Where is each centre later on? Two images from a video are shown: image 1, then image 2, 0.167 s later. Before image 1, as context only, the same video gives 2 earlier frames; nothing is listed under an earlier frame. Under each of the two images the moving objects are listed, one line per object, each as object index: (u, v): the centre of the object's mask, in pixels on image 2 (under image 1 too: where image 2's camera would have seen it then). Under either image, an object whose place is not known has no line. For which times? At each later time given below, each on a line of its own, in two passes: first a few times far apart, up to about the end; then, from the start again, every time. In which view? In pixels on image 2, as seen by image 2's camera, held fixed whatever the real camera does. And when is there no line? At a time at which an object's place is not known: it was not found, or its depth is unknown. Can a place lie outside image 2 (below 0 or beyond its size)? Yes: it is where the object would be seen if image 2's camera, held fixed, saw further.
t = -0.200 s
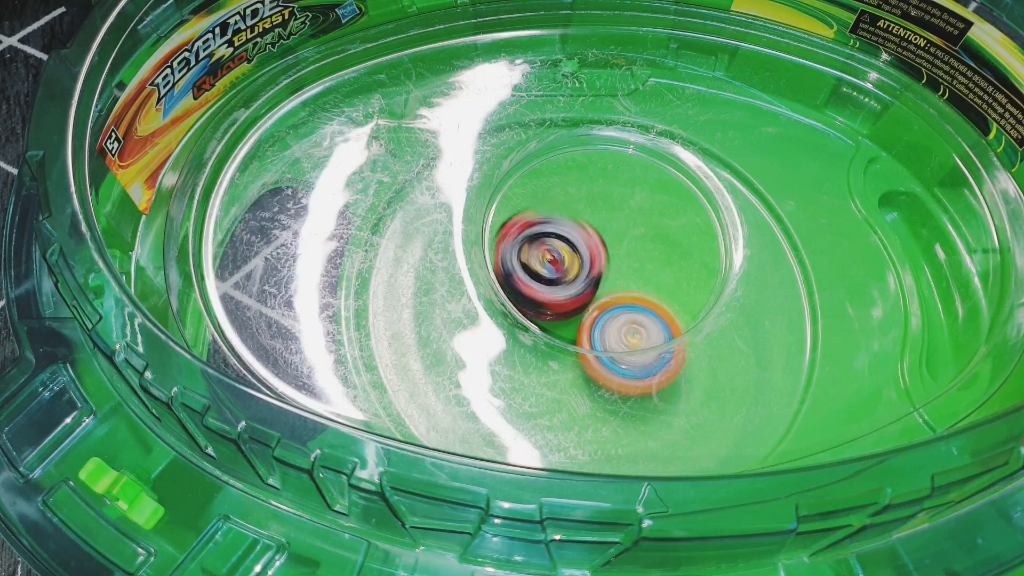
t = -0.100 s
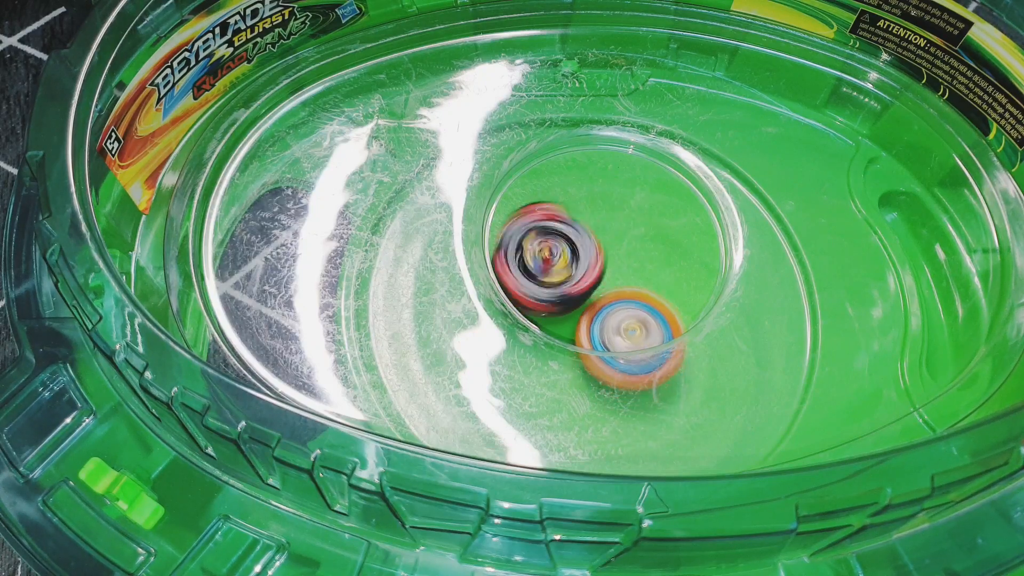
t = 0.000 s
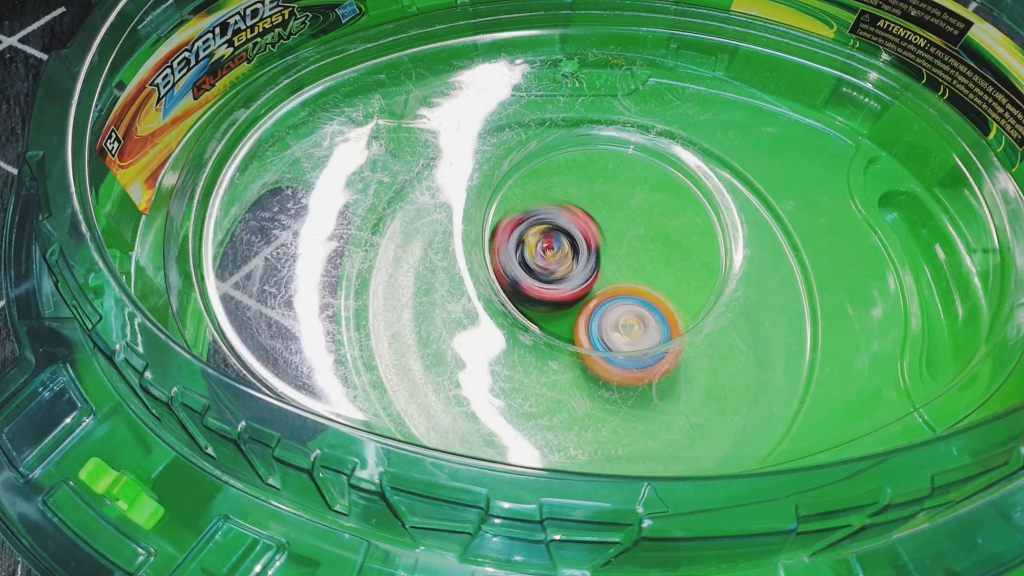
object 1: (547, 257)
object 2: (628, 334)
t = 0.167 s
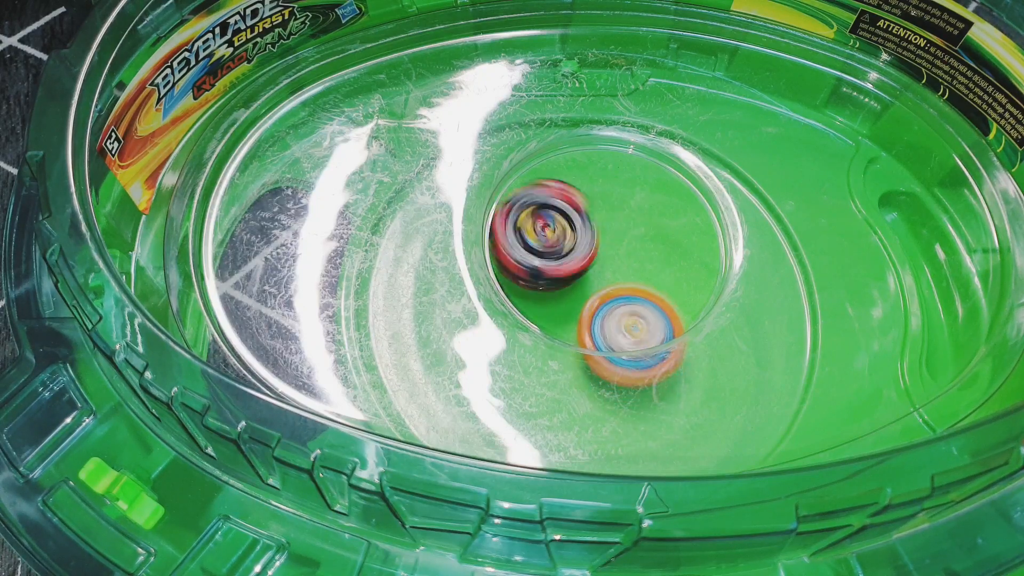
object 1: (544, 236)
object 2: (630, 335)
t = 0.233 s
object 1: (543, 230)
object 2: (629, 331)
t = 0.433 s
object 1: (552, 224)
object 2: (615, 312)
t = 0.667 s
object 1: (567, 215)
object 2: (605, 312)
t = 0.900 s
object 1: (585, 203)
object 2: (592, 327)
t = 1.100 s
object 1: (598, 216)
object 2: (582, 329)
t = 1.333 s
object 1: (635, 227)
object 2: (559, 347)
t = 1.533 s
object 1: (655, 229)
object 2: (549, 353)
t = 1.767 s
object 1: (645, 251)
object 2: (544, 352)
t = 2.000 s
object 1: (642, 285)
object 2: (523, 353)
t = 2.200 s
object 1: (657, 290)
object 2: (497, 357)
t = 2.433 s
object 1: (645, 292)
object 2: (499, 355)
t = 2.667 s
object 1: (600, 291)
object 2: (500, 318)
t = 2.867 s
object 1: (587, 292)
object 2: (463, 304)
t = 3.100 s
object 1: (585, 290)
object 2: (460, 286)
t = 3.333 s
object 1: (593, 281)
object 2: (458, 271)
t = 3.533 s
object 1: (597, 270)
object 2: (501, 249)
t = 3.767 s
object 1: (612, 266)
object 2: (512, 231)
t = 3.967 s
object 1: (617, 269)
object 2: (533, 218)
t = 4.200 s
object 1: (623, 286)
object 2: (555, 209)
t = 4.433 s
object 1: (612, 299)
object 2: (583, 210)
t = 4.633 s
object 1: (588, 313)
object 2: (606, 219)
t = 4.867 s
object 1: (562, 309)
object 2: (631, 242)
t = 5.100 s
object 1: (550, 289)
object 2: (650, 265)
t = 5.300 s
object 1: (549, 267)
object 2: (657, 288)
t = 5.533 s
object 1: (566, 246)
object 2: (655, 314)
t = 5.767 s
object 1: (589, 241)
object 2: (641, 337)
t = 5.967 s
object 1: (608, 235)
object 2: (625, 358)
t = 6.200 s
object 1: (626, 237)
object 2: (602, 361)
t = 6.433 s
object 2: (574, 352)
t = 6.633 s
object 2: (529, 346)
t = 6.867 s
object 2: (495, 326)
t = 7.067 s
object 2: (489, 296)
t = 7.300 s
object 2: (479, 265)
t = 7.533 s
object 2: (481, 236)
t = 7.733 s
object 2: (501, 220)
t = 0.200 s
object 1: (543, 232)
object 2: (630, 333)
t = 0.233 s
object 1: (543, 230)
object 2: (629, 331)
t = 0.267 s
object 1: (544, 227)
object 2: (628, 330)
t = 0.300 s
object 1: (544, 225)
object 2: (627, 328)
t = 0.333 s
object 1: (545, 224)
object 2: (624, 326)
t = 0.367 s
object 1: (547, 224)
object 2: (620, 316)
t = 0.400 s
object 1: (549, 223)
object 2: (618, 314)
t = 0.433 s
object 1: (552, 224)
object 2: (615, 312)
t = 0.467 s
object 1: (553, 224)
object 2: (612, 311)
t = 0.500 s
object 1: (556, 222)
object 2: (611, 311)
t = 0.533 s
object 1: (559, 220)
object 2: (610, 312)
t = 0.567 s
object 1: (561, 218)
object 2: (609, 312)
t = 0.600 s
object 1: (563, 216)
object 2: (607, 312)
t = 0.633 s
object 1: (565, 215)
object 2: (606, 312)
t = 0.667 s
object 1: (567, 215)
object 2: (605, 312)
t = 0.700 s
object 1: (570, 215)
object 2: (603, 312)
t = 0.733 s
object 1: (572, 212)
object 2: (601, 314)
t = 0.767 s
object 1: (576, 210)
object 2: (598, 323)
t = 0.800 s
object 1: (578, 206)
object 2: (596, 324)
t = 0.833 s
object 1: (580, 204)
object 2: (595, 325)
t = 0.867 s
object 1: (583, 202)
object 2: (594, 326)
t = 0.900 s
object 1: (585, 203)
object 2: (592, 327)
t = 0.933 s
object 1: (588, 203)
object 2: (591, 328)
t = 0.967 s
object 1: (588, 204)
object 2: (589, 327)
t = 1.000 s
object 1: (591, 206)
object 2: (587, 329)
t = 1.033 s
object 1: (593, 209)
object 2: (585, 329)
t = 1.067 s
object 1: (594, 212)
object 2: (583, 329)
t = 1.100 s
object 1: (598, 216)
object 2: (582, 329)
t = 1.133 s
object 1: (599, 220)
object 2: (581, 328)
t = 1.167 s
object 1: (603, 225)
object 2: (579, 328)
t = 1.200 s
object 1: (606, 229)
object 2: (577, 328)
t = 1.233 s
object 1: (613, 230)
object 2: (570, 335)
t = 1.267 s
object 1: (622, 230)
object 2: (565, 341)
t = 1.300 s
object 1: (628, 228)
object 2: (562, 345)
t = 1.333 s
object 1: (635, 227)
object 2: (559, 347)
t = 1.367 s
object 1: (642, 227)
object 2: (557, 349)
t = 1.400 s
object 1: (645, 226)
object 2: (555, 350)
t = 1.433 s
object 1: (648, 226)
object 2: (554, 351)
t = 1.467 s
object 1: (652, 227)
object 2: (552, 352)
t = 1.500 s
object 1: (652, 227)
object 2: (551, 352)
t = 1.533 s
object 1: (655, 229)
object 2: (549, 353)
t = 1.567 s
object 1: (656, 231)
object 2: (547, 353)
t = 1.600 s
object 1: (654, 233)
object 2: (546, 354)
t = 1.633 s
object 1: (656, 236)
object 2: (545, 353)
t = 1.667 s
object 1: (653, 239)
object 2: (545, 354)
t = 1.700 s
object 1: (652, 243)
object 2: (544, 353)
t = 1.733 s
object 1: (650, 246)
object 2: (544, 353)
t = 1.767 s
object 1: (645, 251)
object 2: (544, 352)
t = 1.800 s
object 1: (640, 258)
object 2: (542, 350)
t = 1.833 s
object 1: (637, 264)
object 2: (542, 349)
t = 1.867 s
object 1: (634, 268)
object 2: (543, 346)
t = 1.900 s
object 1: (629, 275)
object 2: (542, 345)
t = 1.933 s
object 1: (632, 282)
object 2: (534, 347)
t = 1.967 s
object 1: (642, 285)
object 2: (525, 350)
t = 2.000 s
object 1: (642, 285)
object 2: (523, 353)
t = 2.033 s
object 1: (647, 287)
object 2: (520, 354)
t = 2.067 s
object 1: (650, 288)
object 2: (503, 353)
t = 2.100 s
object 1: (653, 288)
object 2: (499, 355)
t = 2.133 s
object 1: (655, 290)
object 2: (497, 357)
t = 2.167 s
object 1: (656, 289)
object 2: (497, 357)
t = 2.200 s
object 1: (657, 290)
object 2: (497, 357)
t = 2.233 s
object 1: (659, 291)
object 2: (495, 358)
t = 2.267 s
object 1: (657, 290)
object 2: (495, 358)
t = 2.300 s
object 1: (657, 291)
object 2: (496, 358)
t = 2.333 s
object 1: (654, 291)
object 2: (494, 359)
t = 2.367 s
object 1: (652, 291)
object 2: (497, 356)
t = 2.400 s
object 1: (650, 292)
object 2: (497, 356)
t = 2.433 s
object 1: (645, 292)
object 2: (499, 355)
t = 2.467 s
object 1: (641, 293)
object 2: (500, 354)
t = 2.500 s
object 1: (635, 292)
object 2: (502, 332)
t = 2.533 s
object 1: (629, 292)
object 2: (499, 329)
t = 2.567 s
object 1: (623, 291)
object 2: (499, 329)
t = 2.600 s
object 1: (615, 290)
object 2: (498, 328)
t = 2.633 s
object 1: (607, 290)
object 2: (503, 323)
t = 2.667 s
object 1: (600, 291)
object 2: (500, 318)
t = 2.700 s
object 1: (597, 291)
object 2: (488, 314)
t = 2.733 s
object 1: (593, 292)
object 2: (476, 316)
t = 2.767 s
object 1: (592, 292)
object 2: (472, 313)
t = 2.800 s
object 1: (588, 292)
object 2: (467, 309)
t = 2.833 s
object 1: (588, 292)
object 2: (465, 307)
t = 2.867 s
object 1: (587, 292)
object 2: (463, 304)
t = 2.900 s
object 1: (585, 292)
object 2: (461, 301)
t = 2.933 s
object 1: (584, 291)
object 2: (460, 299)
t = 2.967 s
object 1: (582, 291)
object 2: (460, 296)
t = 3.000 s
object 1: (582, 291)
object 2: (463, 291)
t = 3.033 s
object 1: (582, 290)
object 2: (456, 291)
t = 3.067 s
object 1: (584, 290)
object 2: (454, 289)
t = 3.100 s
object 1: (585, 290)
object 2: (460, 286)
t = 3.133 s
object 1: (586, 290)
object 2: (460, 284)
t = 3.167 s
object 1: (586, 288)
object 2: (461, 281)
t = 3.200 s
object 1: (589, 288)
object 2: (462, 278)
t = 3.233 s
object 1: (589, 285)
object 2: (462, 277)
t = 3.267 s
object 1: (590, 284)
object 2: (456, 275)
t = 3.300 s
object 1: (592, 283)
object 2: (457, 271)
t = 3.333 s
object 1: (593, 281)
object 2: (458, 271)
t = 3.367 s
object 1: (594, 279)
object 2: (458, 267)
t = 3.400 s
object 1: (594, 277)
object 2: (494, 257)
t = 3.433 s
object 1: (596, 276)
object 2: (495, 257)
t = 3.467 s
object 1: (595, 274)
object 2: (497, 253)
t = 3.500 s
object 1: (597, 271)
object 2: (498, 251)
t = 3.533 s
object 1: (597, 270)
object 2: (501, 249)
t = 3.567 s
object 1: (599, 269)
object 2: (502, 245)
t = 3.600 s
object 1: (601, 267)
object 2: (502, 243)
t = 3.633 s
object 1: (604, 267)
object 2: (505, 240)
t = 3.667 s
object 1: (606, 267)
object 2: (506, 237)
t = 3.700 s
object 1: (608, 267)
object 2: (508, 234)
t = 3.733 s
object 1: (610, 265)
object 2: (511, 231)
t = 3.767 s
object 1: (612, 266)
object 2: (512, 231)
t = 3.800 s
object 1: (610, 264)
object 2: (514, 228)
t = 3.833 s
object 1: (615, 266)
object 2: (527, 226)
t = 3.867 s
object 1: (614, 266)
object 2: (527, 226)
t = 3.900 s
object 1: (616, 266)
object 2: (529, 223)
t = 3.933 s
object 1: (617, 269)
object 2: (531, 220)
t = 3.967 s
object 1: (617, 269)
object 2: (533, 218)
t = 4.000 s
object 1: (621, 271)
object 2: (534, 218)
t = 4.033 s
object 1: (620, 273)
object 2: (537, 216)
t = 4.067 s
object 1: (622, 276)
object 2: (540, 213)
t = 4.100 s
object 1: (622, 279)
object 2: (544, 214)
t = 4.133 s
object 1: (623, 281)
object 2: (546, 212)
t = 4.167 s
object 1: (622, 283)
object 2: (550, 212)
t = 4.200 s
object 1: (623, 286)
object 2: (555, 209)
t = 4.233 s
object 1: (621, 287)
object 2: (557, 210)
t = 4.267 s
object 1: (622, 289)
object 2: (562, 210)
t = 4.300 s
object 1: (618, 292)
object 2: (566, 210)
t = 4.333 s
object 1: (617, 293)
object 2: (572, 211)
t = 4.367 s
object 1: (617, 296)
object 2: (575, 211)
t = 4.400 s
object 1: (612, 298)
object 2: (579, 211)
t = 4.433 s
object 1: (612, 299)
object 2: (583, 210)
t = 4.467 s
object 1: (609, 301)
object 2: (587, 212)
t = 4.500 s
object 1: (605, 302)
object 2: (590, 212)
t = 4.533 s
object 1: (603, 303)
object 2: (594, 213)
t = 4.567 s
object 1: (595, 308)
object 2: (598, 214)
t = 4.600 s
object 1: (592, 310)
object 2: (603, 217)
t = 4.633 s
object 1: (588, 313)
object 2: (606, 219)
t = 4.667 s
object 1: (583, 313)
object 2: (610, 223)
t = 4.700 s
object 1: (581, 314)
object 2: (614, 224)
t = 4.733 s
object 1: (576, 314)
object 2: (618, 228)
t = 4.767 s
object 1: (571, 314)
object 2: (621, 231)
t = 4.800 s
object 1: (570, 314)
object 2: (624, 234)
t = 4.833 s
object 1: (562, 310)
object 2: (629, 239)
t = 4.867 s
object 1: (562, 309)
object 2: (631, 242)
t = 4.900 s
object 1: (560, 308)
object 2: (634, 243)
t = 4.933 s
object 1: (556, 305)
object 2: (637, 247)
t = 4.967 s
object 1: (556, 302)
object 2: (639, 249)
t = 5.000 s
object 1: (555, 300)
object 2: (643, 254)
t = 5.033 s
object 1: (553, 296)
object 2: (645, 257)
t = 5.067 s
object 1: (553, 293)
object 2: (648, 262)
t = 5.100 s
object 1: (550, 289)
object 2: (650, 265)
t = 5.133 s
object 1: (549, 284)
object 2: (654, 269)
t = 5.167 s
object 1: (551, 280)
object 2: (653, 273)
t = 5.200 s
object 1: (550, 276)
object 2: (655, 277)
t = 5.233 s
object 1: (550, 272)
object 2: (655, 280)
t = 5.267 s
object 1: (550, 271)
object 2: (658, 283)
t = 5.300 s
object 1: (549, 267)
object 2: (657, 288)
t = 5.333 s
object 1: (550, 263)
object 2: (657, 291)
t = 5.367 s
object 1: (552, 261)
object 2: (656, 295)
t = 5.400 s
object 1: (553, 257)
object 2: (655, 297)
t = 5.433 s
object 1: (558, 254)
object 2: (657, 302)
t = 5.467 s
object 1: (560, 252)
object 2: (657, 307)
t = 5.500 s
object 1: (561, 248)
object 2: (657, 310)
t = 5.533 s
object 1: (566, 246)
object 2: (655, 314)
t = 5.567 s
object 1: (568, 245)
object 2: (656, 317)
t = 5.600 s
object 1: (571, 242)
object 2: (654, 322)
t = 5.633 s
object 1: (576, 241)
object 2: (652, 325)
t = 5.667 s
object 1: (579, 242)
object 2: (650, 329)
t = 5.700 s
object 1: (581, 239)
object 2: (647, 331)
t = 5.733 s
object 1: (586, 240)
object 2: (646, 333)
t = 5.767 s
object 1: (589, 241)
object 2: (641, 337)
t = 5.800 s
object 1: (592, 240)
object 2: (639, 340)
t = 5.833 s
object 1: (599, 241)
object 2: (636, 347)
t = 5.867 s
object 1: (600, 240)
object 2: (633, 349)
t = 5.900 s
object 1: (604, 237)
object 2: (632, 352)
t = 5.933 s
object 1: (607, 235)
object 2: (626, 356)
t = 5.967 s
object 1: (608, 235)
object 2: (625, 358)
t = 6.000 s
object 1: (612, 233)
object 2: (622, 359)
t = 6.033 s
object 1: (615, 233)
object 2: (617, 361)
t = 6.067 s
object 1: (616, 233)
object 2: (614, 361)
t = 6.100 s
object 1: (619, 233)
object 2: (613, 362)
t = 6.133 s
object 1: (621, 234)
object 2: (608, 363)
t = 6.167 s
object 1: (623, 236)
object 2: (604, 361)
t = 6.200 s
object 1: (626, 237)
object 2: (602, 361)
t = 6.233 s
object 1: (628, 239)
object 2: (596, 360)
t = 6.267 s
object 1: (629, 242)
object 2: (593, 357)
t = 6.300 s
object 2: (590, 358)
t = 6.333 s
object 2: (585, 358)
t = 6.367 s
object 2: (581, 355)
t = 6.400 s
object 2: (579, 354)
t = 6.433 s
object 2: (574, 352)
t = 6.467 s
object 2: (571, 349)
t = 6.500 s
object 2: (564, 354)
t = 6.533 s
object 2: (557, 356)
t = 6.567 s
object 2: (553, 354)
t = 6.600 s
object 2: (537, 349)
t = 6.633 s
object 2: (529, 346)
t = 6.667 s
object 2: (523, 343)
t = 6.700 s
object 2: (517, 340)
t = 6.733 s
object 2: (506, 339)
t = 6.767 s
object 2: (503, 335)
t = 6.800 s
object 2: (500, 333)
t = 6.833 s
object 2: (496, 328)
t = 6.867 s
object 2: (495, 326)
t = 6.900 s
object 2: (498, 319)
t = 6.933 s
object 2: (495, 315)
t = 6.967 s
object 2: (494, 311)
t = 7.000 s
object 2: (491, 306)
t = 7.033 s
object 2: (489, 301)
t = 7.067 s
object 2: (489, 296)
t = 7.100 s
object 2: (489, 292)
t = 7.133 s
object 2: (491, 288)
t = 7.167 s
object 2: (491, 284)
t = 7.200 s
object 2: (492, 281)
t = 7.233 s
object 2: (489, 274)
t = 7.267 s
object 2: (480, 269)
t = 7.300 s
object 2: (479, 265)
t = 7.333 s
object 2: (479, 262)
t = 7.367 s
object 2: (478, 258)
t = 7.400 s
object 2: (478, 254)
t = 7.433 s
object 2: (480, 249)
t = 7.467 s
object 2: (481, 246)
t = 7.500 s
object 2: (482, 243)
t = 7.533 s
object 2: (481, 236)
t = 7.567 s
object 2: (479, 231)
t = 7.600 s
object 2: (481, 228)
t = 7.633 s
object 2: (499, 228)
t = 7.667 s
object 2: (500, 224)
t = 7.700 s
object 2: (499, 223)
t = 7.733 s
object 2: (501, 220)
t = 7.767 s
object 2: (494, 215)
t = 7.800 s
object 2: (499, 212)
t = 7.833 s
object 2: (508, 213)
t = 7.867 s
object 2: (511, 211)
